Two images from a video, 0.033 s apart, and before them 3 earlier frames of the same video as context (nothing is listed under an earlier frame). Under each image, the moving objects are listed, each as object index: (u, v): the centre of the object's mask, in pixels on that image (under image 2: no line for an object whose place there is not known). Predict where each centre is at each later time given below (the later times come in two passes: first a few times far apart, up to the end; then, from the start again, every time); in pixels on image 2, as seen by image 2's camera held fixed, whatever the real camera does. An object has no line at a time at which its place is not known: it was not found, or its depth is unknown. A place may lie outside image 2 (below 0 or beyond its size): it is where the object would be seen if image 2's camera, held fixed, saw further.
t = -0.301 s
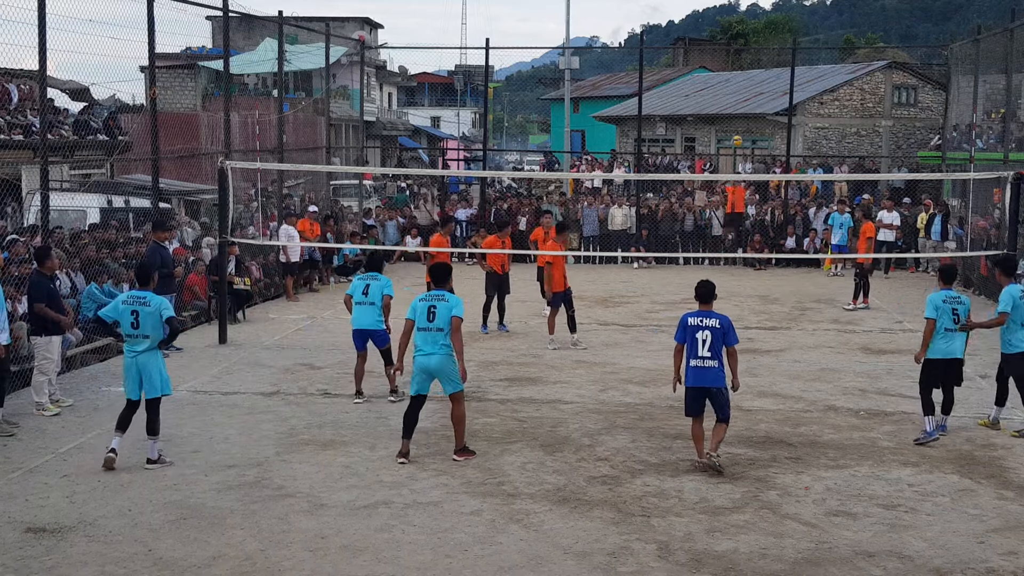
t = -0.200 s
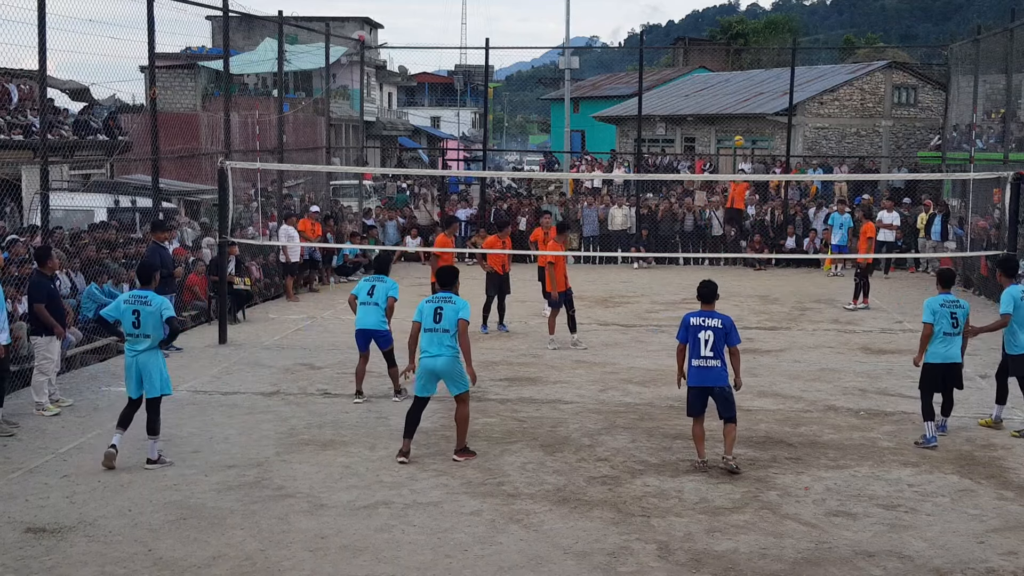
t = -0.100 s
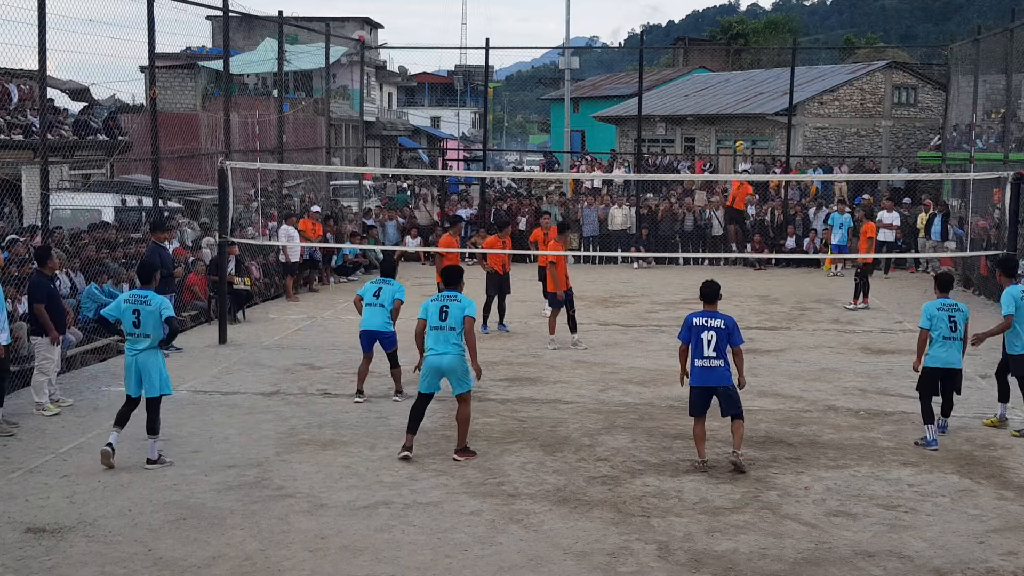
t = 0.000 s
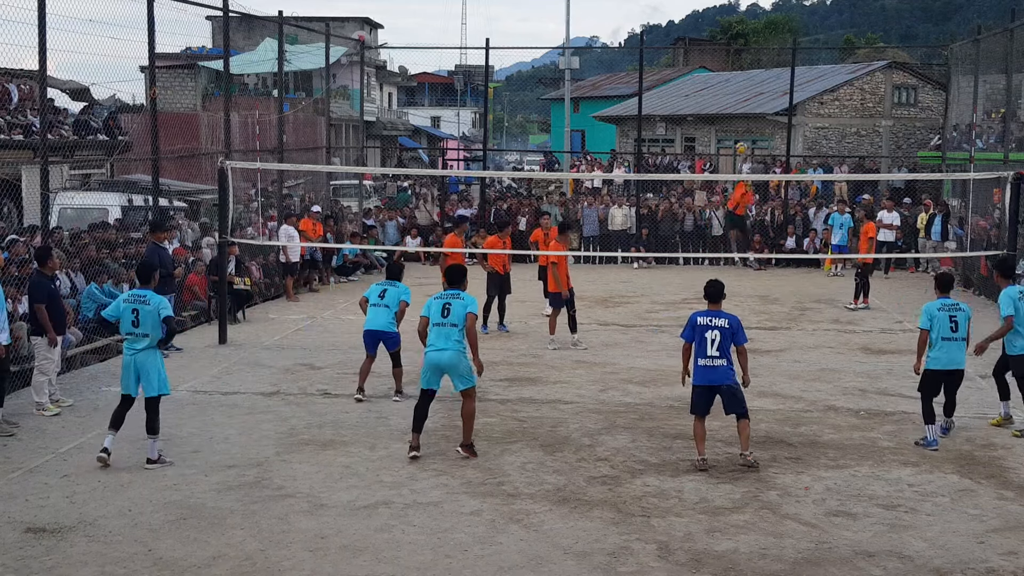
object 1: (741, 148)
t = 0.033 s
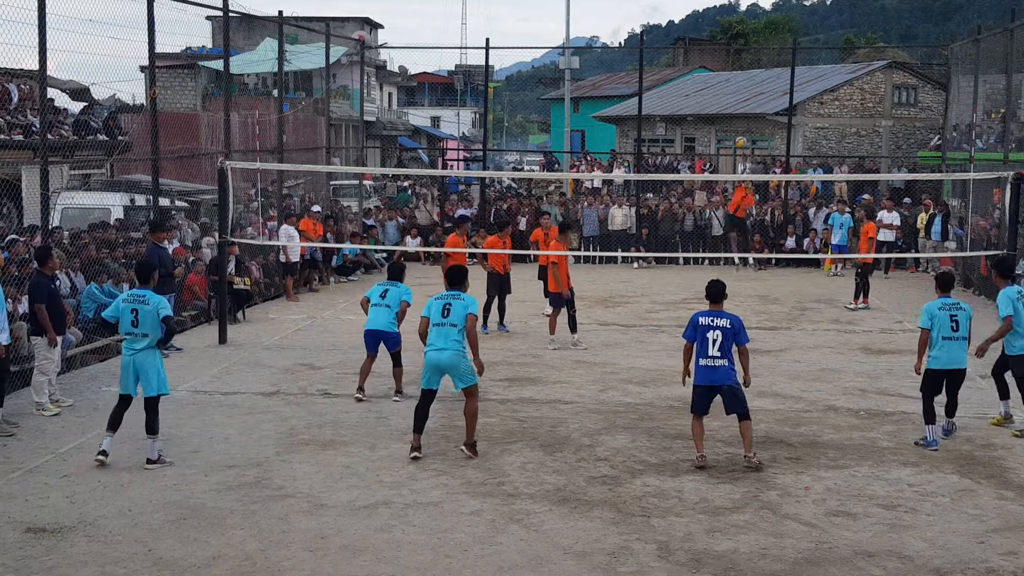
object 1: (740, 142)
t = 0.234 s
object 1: (737, 120)
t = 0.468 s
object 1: (728, 124)
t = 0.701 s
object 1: (715, 173)
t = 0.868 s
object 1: (710, 249)
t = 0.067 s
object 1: (740, 137)
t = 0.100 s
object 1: (740, 132)
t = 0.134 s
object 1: (739, 128)
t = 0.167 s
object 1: (739, 125)
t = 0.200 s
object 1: (738, 122)
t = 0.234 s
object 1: (737, 120)
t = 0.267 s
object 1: (736, 119)
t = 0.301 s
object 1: (735, 119)
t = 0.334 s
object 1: (734, 119)
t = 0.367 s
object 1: (733, 119)
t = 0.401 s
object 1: (731, 120)
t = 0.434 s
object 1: (730, 122)
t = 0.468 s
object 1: (728, 124)
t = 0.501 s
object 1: (726, 128)
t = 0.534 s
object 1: (724, 132)
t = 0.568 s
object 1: (722, 138)
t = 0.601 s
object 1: (720, 145)
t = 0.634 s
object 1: (718, 154)
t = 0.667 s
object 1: (717, 163)
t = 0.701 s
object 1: (715, 173)
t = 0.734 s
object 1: (714, 187)
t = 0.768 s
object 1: (713, 200)
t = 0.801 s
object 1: (711, 215)
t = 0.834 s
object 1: (711, 231)
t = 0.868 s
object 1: (710, 249)
